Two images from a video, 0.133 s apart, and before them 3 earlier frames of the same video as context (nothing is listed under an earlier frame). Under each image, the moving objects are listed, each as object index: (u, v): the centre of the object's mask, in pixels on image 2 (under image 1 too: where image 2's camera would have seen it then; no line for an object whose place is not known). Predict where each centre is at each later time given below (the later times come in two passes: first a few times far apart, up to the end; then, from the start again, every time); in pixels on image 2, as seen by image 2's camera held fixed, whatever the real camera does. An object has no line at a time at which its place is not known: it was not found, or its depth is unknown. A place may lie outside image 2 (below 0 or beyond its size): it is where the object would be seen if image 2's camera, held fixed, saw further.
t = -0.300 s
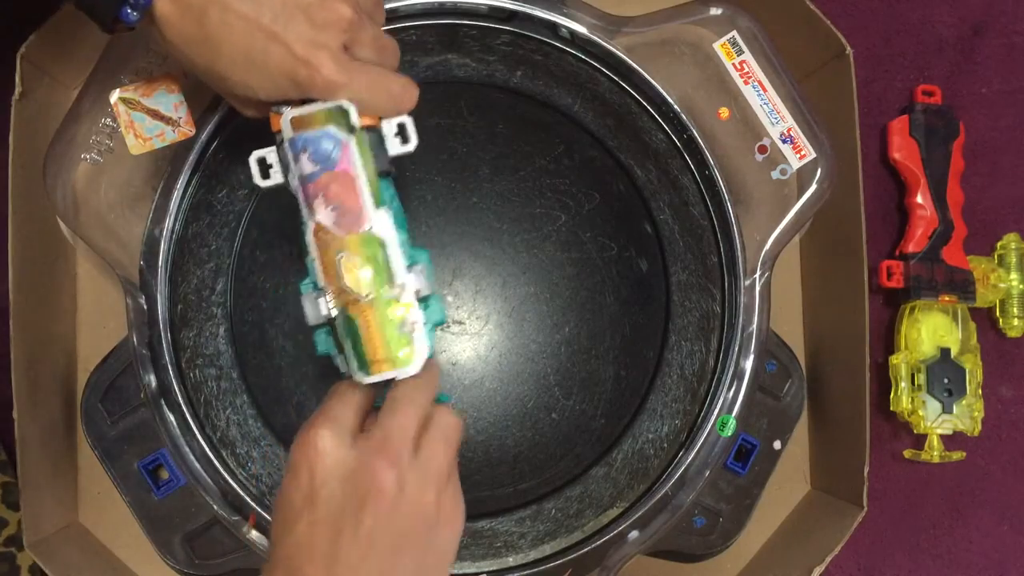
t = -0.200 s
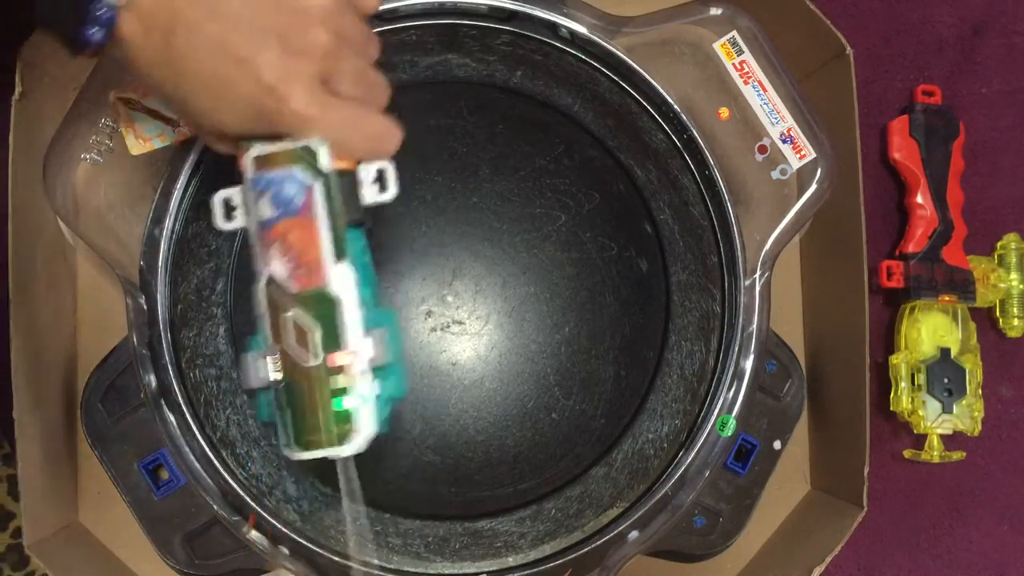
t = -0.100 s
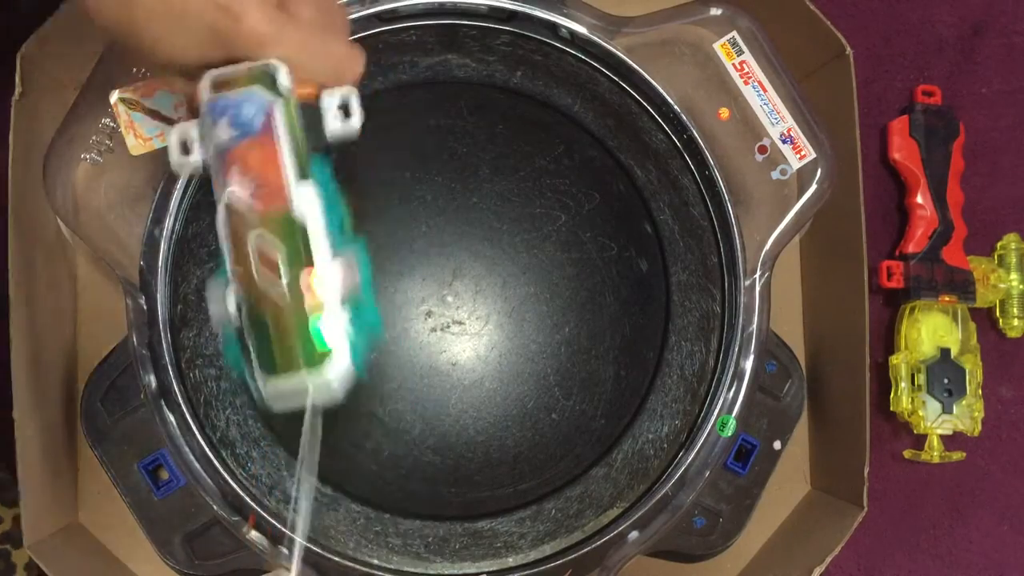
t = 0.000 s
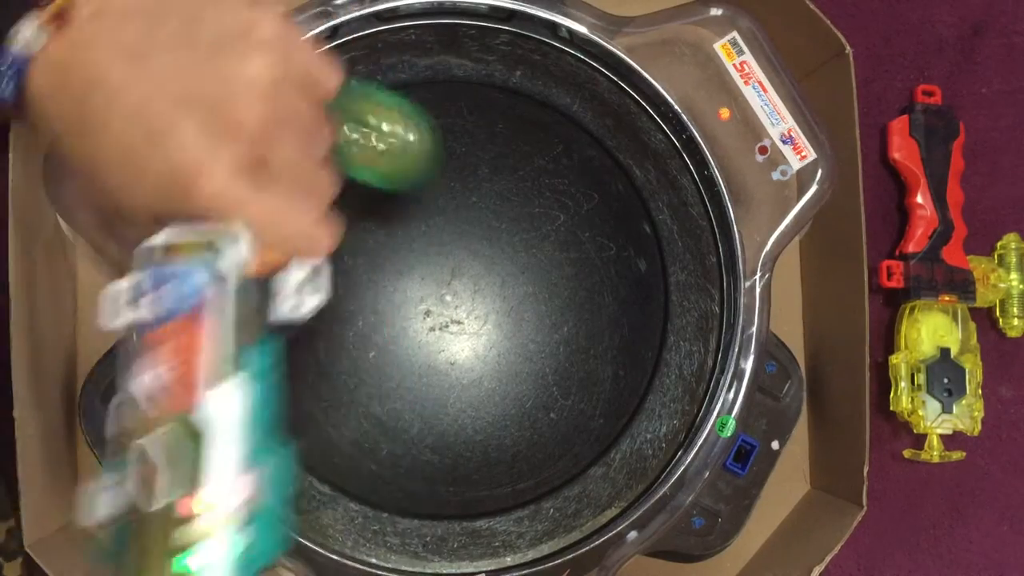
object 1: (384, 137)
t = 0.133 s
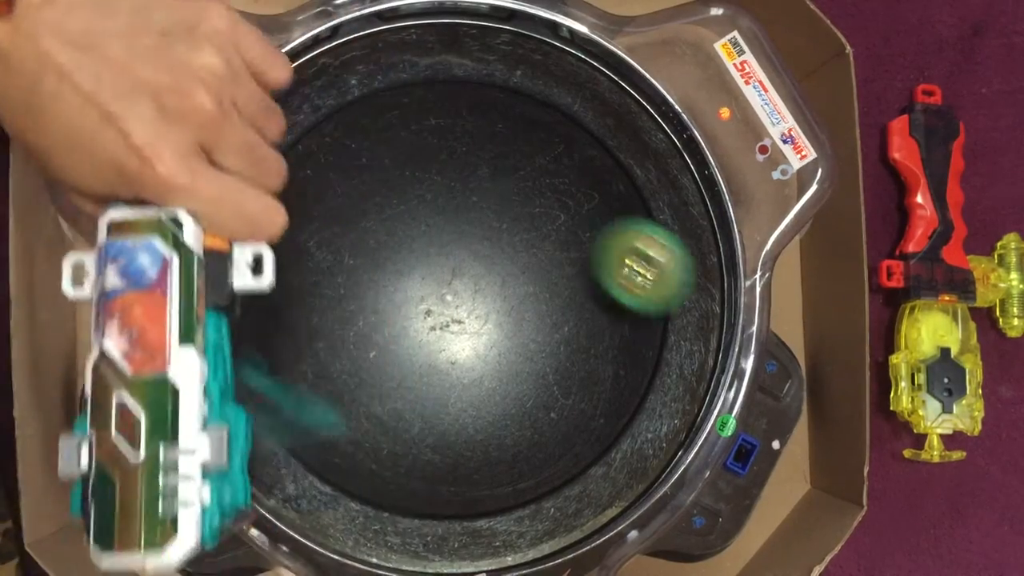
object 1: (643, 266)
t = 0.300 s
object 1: (584, 372)
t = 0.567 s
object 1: (264, 377)
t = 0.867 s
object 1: (385, 342)
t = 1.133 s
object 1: (591, 331)
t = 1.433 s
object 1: (523, 265)
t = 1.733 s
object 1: (433, 348)
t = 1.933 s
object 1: (448, 390)
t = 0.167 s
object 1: (683, 295)
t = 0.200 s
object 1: (706, 326)
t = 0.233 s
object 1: (675, 346)
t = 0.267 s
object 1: (633, 361)
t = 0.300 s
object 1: (584, 372)
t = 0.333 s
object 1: (538, 378)
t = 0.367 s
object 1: (488, 382)
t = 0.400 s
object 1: (439, 384)
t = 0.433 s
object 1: (396, 384)
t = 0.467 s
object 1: (354, 384)
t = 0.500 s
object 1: (319, 382)
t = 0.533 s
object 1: (290, 379)
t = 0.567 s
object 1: (264, 377)
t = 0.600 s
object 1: (244, 374)
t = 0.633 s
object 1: (240, 368)
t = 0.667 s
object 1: (244, 362)
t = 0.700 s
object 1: (257, 356)
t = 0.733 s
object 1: (273, 353)
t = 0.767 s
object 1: (295, 350)
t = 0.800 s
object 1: (323, 347)
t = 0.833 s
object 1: (353, 344)
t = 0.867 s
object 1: (385, 342)
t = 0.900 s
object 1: (419, 341)
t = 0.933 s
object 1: (452, 342)
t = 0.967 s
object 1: (485, 343)
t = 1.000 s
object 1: (516, 345)
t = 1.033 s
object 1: (541, 345)
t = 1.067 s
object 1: (564, 343)
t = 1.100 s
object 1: (580, 338)
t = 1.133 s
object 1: (591, 331)
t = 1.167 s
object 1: (599, 321)
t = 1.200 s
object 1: (602, 309)
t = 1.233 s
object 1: (600, 297)
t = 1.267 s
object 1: (593, 285)
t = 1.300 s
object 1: (583, 277)
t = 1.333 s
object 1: (569, 271)
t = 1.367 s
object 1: (555, 266)
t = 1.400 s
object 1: (540, 265)
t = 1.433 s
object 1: (523, 265)
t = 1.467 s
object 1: (508, 269)
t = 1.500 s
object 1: (492, 274)
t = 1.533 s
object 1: (478, 281)
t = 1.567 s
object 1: (465, 289)
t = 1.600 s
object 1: (453, 299)
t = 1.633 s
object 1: (444, 310)
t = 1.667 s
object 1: (437, 323)
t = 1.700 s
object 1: (433, 336)
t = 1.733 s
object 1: (433, 348)
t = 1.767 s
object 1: (435, 358)
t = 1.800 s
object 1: (438, 368)
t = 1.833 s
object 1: (441, 376)
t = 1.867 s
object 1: (445, 383)
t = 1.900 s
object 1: (447, 387)
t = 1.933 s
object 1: (448, 390)
